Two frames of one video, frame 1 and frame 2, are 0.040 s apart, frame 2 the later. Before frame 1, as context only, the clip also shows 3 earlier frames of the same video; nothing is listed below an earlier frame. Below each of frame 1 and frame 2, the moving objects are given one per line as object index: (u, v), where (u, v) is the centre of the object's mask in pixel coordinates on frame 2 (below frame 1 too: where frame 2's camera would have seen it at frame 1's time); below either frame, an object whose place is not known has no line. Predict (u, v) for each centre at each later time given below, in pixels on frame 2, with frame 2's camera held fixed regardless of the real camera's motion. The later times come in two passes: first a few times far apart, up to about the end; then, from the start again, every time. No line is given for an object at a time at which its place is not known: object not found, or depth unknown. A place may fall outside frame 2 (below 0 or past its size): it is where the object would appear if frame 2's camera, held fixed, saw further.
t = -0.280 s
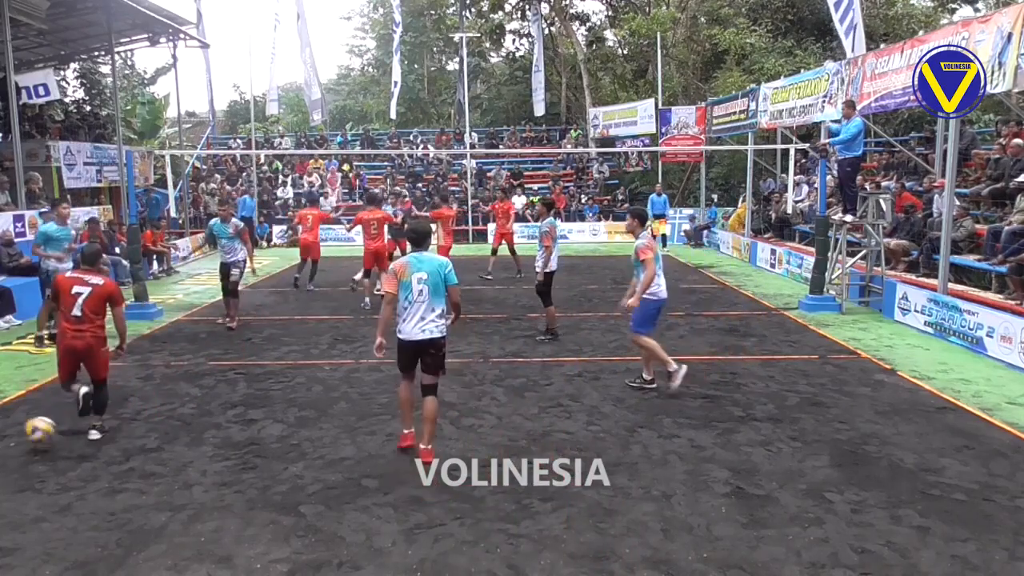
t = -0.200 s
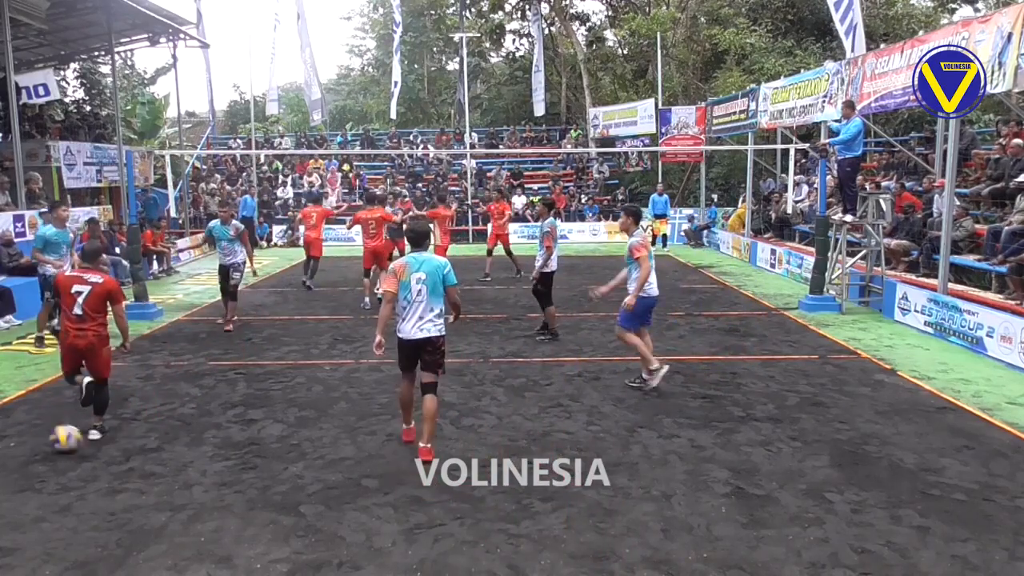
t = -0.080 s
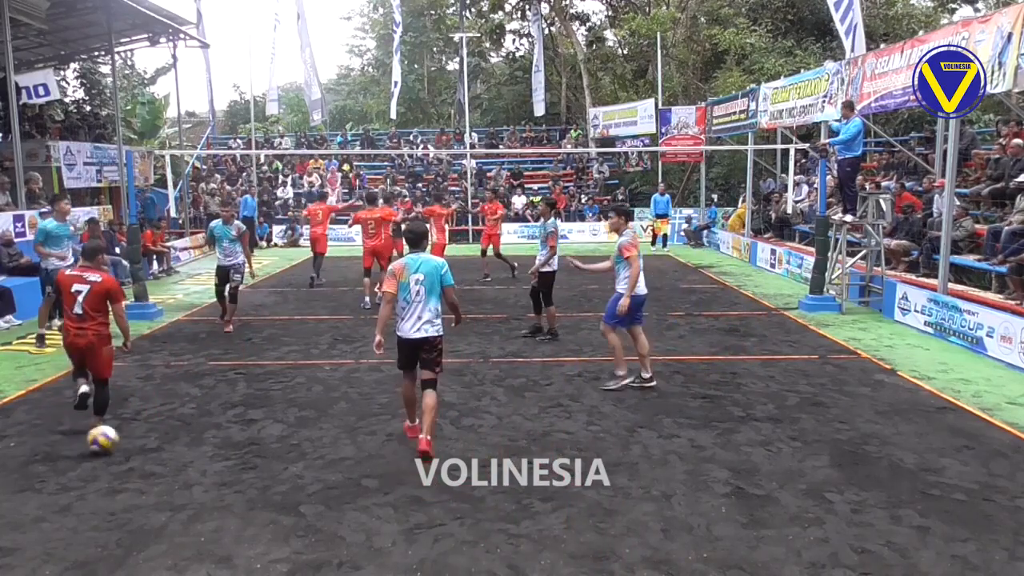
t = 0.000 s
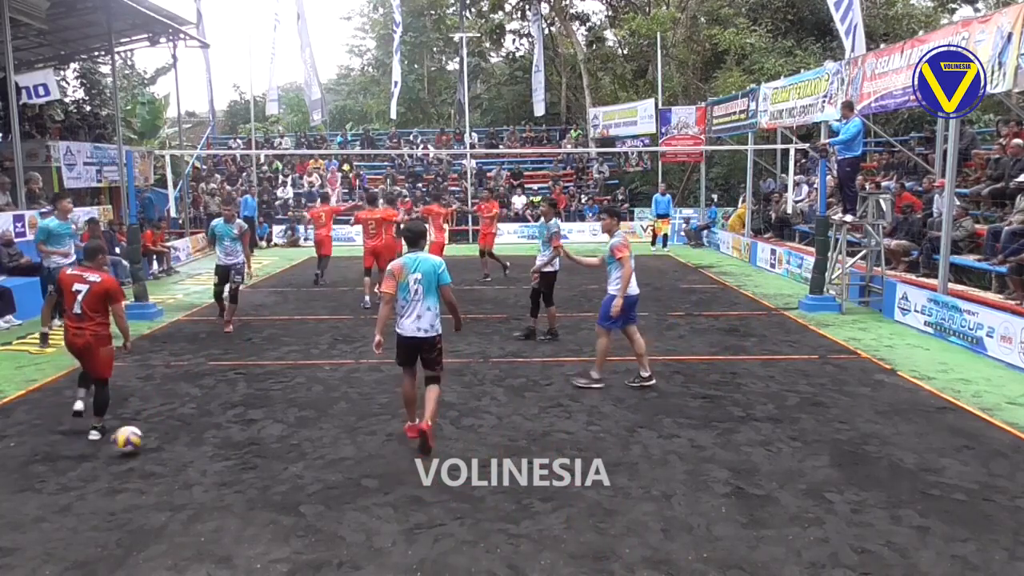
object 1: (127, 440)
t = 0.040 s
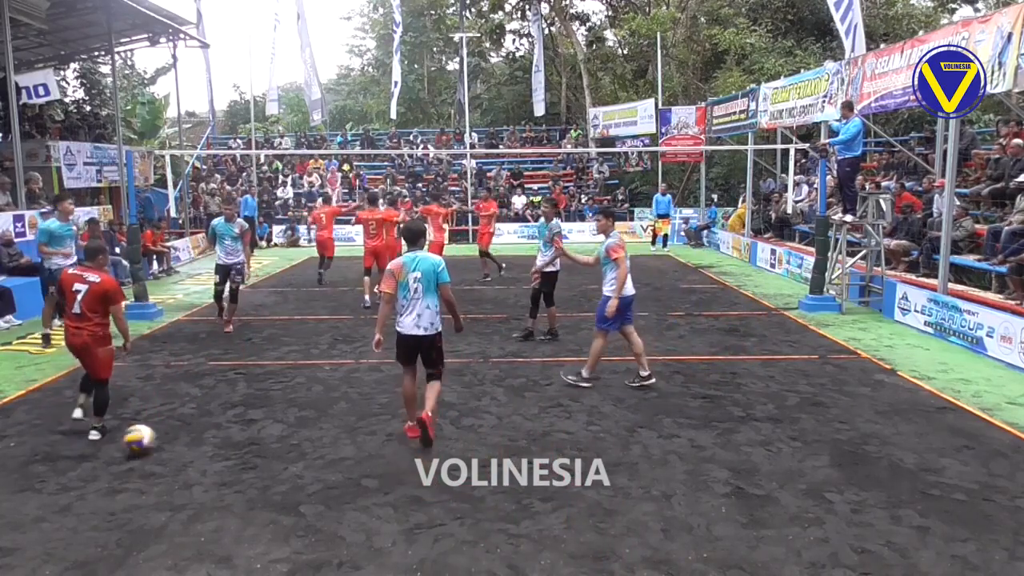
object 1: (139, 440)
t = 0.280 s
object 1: (212, 446)
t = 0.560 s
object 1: (288, 449)
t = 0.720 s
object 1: (327, 450)
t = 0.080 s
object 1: (151, 440)
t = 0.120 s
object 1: (163, 442)
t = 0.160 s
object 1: (175, 445)
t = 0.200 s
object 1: (187, 445)
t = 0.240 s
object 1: (200, 446)
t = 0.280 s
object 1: (212, 446)
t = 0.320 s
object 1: (223, 445)
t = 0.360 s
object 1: (235, 446)
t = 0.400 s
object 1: (245, 447)
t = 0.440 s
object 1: (256, 444)
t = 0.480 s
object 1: (266, 445)
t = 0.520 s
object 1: (276, 448)
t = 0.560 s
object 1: (288, 449)
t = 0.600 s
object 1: (297, 447)
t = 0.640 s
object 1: (308, 446)
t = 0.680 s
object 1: (318, 449)
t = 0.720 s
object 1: (327, 450)
